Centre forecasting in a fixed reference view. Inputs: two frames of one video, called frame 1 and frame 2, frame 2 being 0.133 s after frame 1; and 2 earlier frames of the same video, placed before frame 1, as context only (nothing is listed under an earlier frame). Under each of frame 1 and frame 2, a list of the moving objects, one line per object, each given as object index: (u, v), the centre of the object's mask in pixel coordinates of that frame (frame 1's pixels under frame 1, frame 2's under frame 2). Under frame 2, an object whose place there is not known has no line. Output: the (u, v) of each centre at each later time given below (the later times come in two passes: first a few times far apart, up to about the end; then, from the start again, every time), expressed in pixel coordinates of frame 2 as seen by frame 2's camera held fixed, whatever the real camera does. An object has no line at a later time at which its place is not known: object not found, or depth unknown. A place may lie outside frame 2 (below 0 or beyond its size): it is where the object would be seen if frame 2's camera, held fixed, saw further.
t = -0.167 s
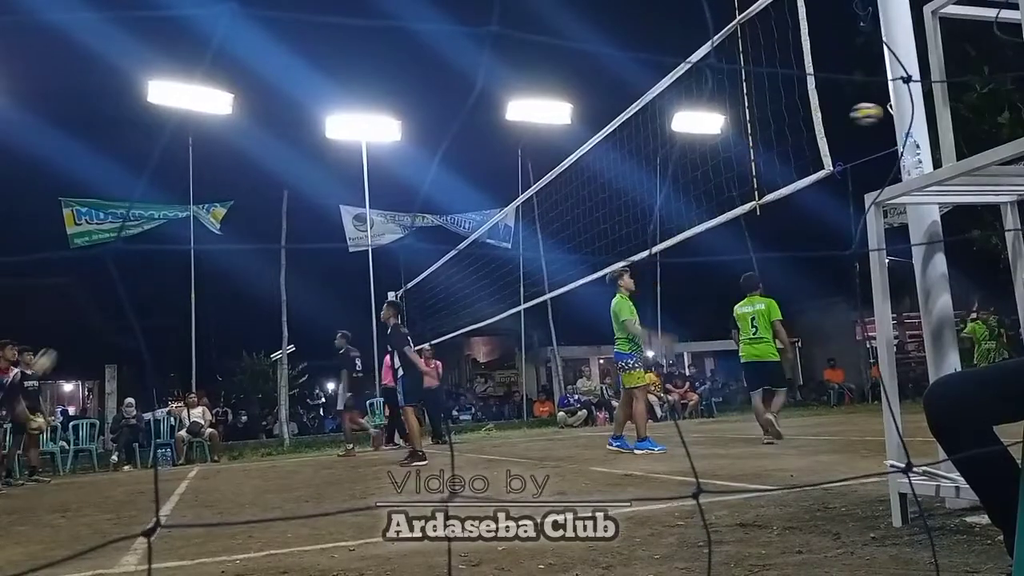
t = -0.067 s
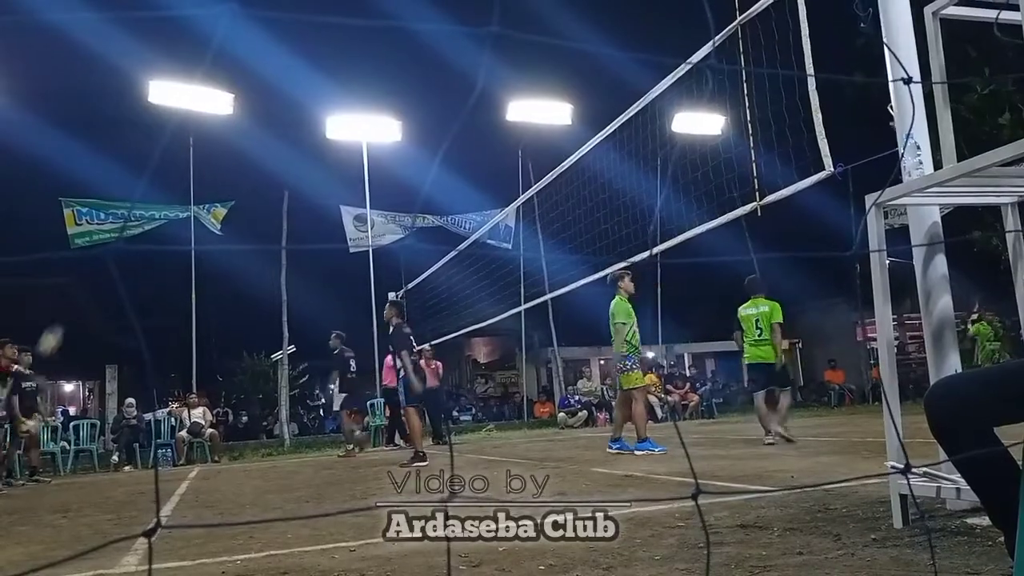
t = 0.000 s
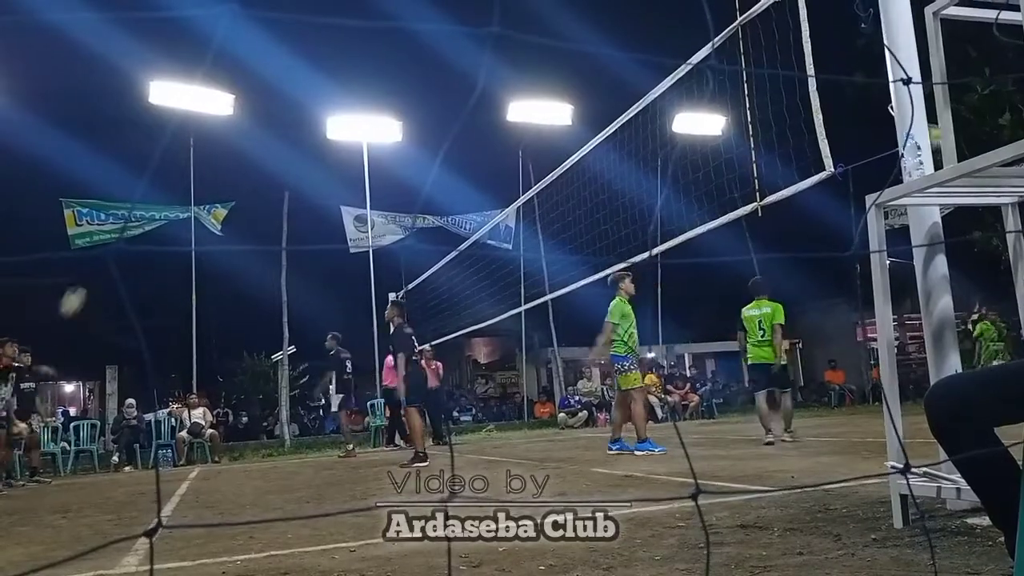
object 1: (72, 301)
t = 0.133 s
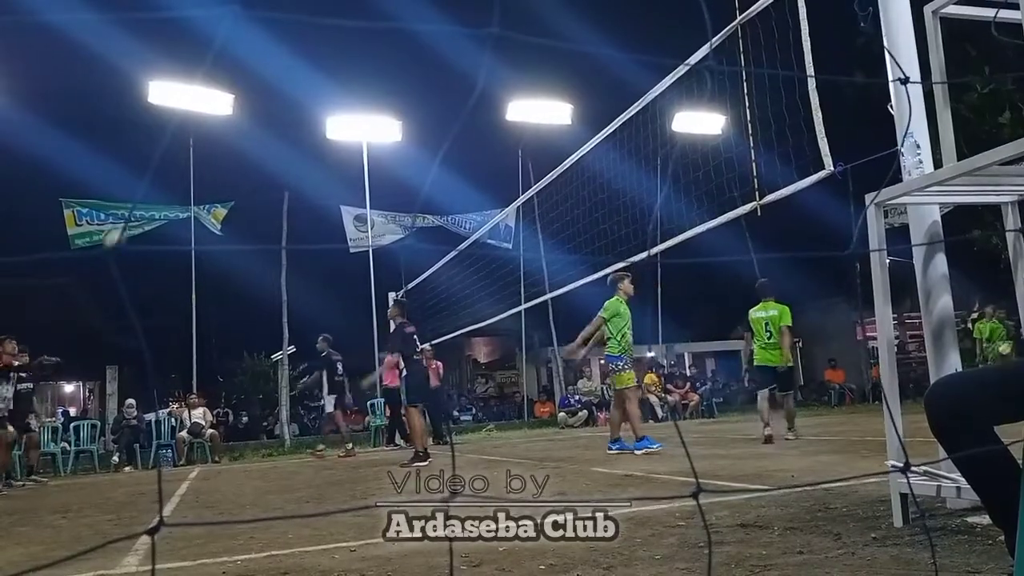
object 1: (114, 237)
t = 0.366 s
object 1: (187, 163)
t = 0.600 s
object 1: (258, 139)
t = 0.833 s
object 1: (329, 165)
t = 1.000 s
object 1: (379, 212)
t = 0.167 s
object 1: (126, 223)
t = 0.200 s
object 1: (136, 210)
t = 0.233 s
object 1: (147, 197)
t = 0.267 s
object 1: (157, 188)
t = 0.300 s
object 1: (167, 179)
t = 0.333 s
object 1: (177, 170)
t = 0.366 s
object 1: (187, 163)
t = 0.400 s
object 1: (198, 156)
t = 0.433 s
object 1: (208, 151)
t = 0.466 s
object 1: (218, 147)
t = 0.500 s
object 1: (227, 144)
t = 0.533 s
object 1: (237, 141)
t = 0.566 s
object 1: (248, 139)
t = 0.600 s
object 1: (258, 139)
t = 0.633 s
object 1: (268, 140)
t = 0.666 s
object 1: (278, 142)
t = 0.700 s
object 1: (288, 145)
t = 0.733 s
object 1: (298, 148)
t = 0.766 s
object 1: (308, 153)
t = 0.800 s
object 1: (319, 158)
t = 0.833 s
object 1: (329, 165)
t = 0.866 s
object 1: (339, 173)
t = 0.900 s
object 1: (349, 181)
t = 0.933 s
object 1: (359, 191)
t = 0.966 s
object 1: (370, 202)
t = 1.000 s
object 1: (379, 212)
